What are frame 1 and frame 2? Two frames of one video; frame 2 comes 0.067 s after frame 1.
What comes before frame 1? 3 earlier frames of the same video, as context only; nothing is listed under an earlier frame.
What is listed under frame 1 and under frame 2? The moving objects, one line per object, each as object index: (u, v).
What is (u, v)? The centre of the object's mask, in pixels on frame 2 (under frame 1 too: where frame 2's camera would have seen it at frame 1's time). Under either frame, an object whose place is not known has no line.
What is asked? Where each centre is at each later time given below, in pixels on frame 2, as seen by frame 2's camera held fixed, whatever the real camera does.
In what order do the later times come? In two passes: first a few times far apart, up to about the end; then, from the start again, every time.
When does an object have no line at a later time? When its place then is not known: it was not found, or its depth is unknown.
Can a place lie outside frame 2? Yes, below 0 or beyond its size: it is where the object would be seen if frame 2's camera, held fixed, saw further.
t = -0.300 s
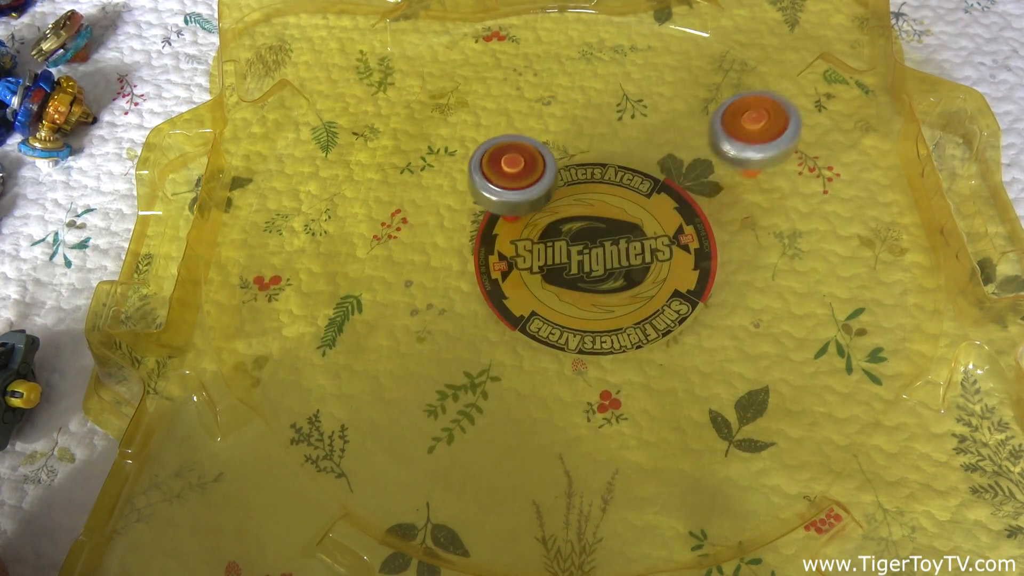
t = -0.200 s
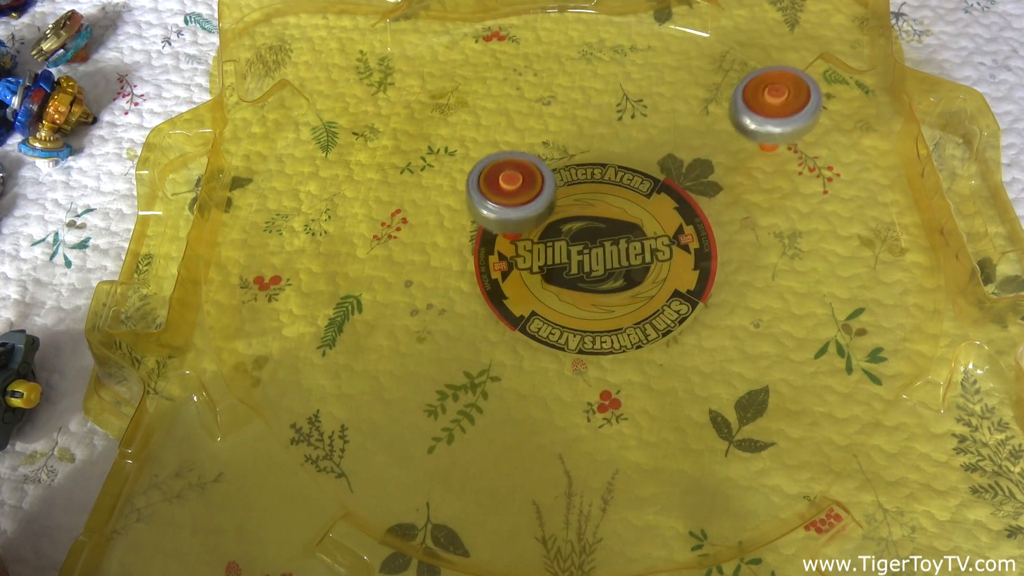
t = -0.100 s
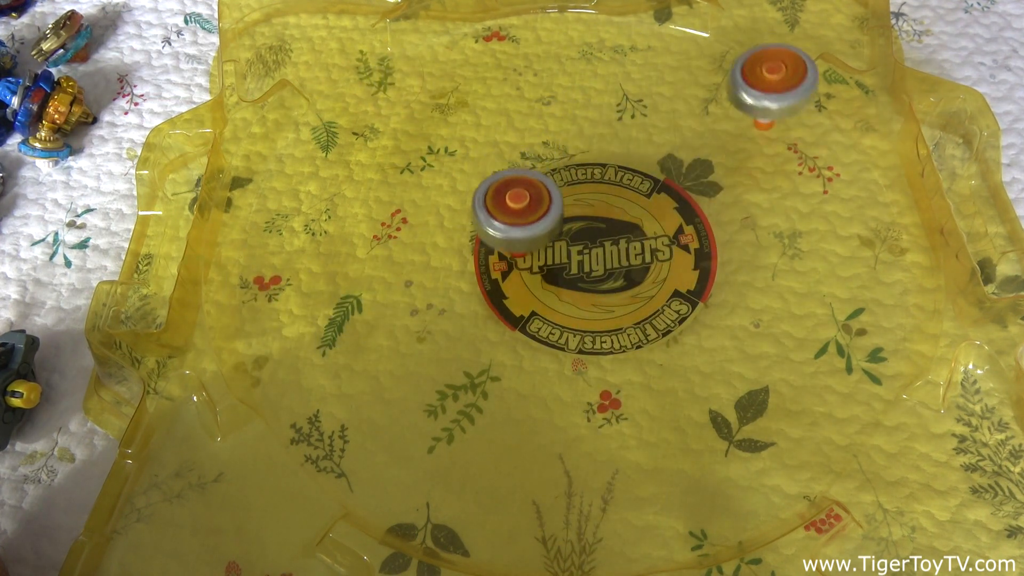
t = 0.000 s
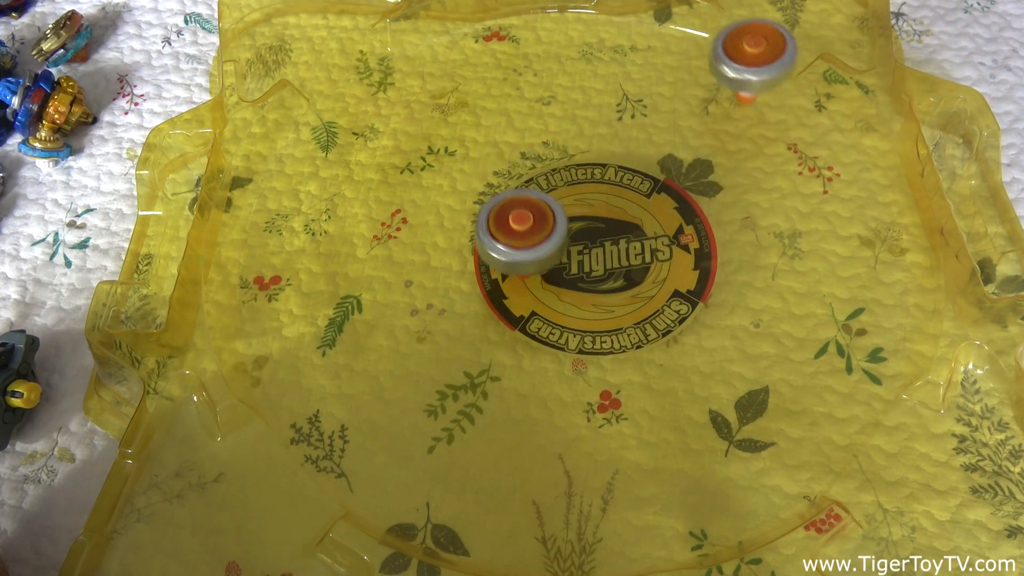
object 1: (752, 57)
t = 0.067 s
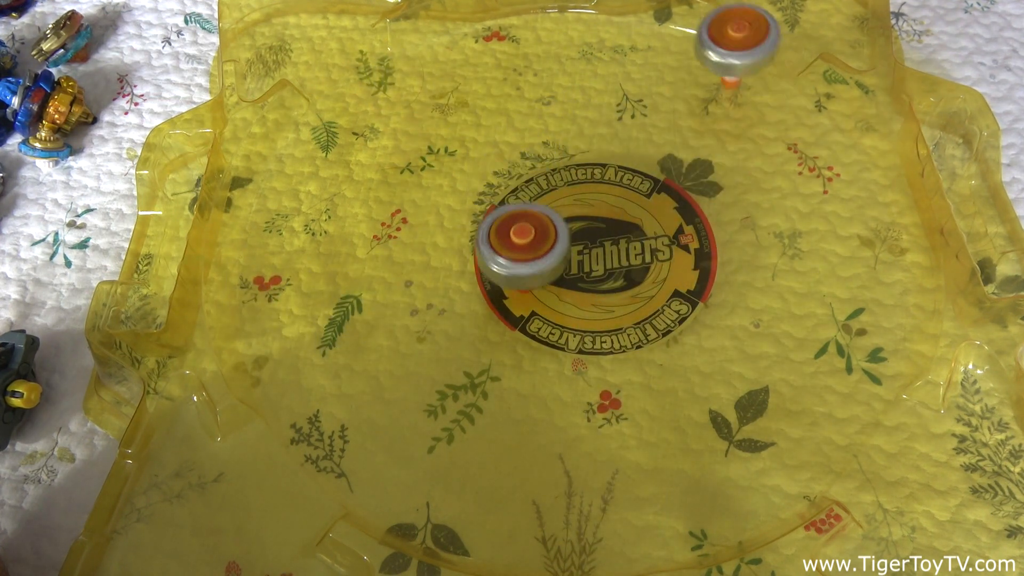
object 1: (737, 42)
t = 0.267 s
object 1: (688, 20)
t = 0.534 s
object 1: (619, 19)
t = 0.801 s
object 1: (549, 78)
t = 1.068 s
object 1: (445, 183)
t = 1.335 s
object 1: (381, 253)
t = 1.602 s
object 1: (428, 295)
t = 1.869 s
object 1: (569, 303)
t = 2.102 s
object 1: (707, 306)
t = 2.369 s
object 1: (779, 308)
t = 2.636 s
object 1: (691, 261)
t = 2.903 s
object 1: (665, 199)
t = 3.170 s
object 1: (633, 150)
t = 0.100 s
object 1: (730, 35)
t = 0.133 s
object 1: (722, 31)
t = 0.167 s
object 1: (714, 27)
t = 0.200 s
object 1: (705, 25)
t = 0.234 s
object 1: (697, 21)
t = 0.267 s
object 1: (688, 20)
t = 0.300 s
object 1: (680, 18)
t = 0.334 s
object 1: (670, 18)
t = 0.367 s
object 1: (661, 17)
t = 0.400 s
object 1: (652, 16)
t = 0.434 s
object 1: (643, 17)
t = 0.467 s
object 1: (635, 16)
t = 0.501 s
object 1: (628, 18)
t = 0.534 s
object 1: (619, 19)
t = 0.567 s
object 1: (610, 21)
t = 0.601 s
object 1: (601, 24)
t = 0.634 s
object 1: (593, 28)
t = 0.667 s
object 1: (584, 33)
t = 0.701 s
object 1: (575, 42)
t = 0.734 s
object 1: (566, 53)
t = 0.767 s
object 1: (557, 66)
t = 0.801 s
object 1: (549, 78)
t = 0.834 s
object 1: (539, 92)
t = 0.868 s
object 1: (529, 106)
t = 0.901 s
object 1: (517, 118)
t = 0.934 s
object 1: (504, 131)
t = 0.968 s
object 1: (489, 144)
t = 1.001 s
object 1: (474, 157)
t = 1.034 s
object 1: (459, 169)
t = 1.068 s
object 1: (445, 183)
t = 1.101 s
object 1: (433, 195)
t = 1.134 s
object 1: (421, 207)
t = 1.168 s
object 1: (410, 216)
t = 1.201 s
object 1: (401, 223)
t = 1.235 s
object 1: (394, 230)
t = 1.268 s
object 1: (388, 238)
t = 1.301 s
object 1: (384, 246)
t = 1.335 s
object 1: (381, 253)
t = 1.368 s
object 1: (380, 260)
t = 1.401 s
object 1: (381, 267)
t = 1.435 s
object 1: (384, 274)
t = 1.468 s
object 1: (390, 281)
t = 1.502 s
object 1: (397, 286)
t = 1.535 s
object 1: (406, 289)
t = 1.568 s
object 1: (416, 292)
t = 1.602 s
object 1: (428, 295)
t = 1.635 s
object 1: (442, 298)
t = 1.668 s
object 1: (457, 299)
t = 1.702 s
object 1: (473, 301)
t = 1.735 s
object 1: (490, 302)
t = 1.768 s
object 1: (508, 303)
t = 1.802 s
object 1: (528, 303)
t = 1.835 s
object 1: (547, 303)
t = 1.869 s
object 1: (569, 303)
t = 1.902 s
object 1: (591, 302)
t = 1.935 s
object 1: (612, 303)
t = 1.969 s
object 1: (632, 302)
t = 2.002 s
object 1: (653, 302)
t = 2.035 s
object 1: (672, 302)
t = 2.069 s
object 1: (690, 304)
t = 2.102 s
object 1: (707, 306)
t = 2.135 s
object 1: (721, 308)
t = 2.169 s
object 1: (735, 310)
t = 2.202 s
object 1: (748, 311)
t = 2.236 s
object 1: (760, 312)
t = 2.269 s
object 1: (769, 311)
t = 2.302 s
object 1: (775, 311)
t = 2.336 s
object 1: (779, 310)
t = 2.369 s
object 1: (779, 308)
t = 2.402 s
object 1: (777, 305)
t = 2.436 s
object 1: (772, 301)
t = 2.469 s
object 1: (764, 297)
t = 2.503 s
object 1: (754, 291)
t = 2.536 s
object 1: (742, 285)
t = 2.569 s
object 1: (726, 279)
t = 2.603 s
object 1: (709, 271)
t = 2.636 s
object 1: (691, 261)
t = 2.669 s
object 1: (673, 251)
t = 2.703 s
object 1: (671, 244)
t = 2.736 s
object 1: (672, 237)
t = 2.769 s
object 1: (672, 230)
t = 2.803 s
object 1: (670, 222)
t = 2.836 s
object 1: (669, 214)
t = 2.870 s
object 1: (667, 207)
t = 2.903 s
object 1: (665, 199)
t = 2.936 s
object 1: (662, 192)
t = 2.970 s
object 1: (660, 185)
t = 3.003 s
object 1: (657, 178)
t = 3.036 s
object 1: (653, 172)
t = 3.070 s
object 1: (648, 166)
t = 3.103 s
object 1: (643, 161)
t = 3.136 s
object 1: (639, 155)
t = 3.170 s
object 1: (633, 150)
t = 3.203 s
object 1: (628, 146)
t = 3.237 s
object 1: (623, 141)
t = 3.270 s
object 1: (618, 137)
